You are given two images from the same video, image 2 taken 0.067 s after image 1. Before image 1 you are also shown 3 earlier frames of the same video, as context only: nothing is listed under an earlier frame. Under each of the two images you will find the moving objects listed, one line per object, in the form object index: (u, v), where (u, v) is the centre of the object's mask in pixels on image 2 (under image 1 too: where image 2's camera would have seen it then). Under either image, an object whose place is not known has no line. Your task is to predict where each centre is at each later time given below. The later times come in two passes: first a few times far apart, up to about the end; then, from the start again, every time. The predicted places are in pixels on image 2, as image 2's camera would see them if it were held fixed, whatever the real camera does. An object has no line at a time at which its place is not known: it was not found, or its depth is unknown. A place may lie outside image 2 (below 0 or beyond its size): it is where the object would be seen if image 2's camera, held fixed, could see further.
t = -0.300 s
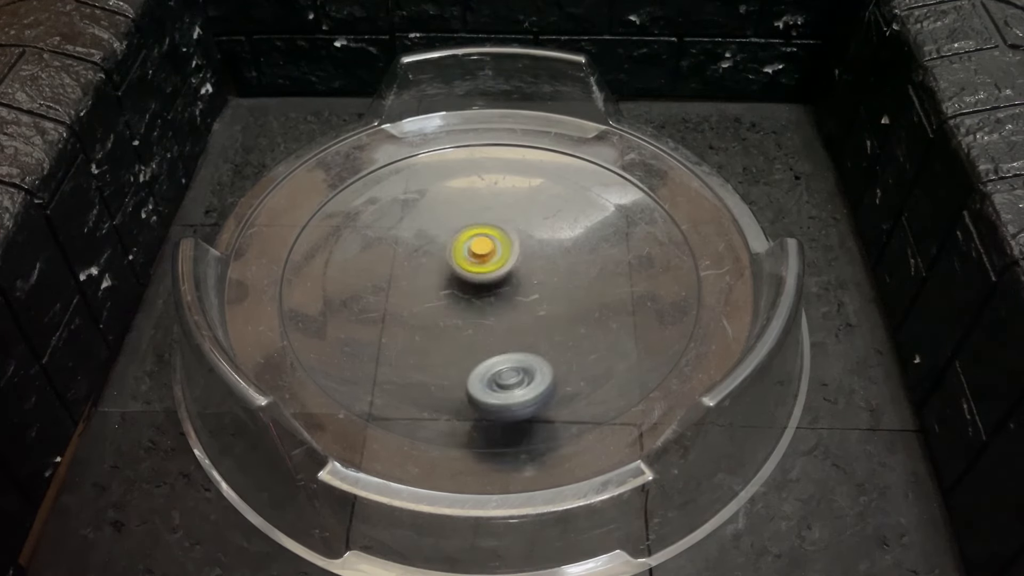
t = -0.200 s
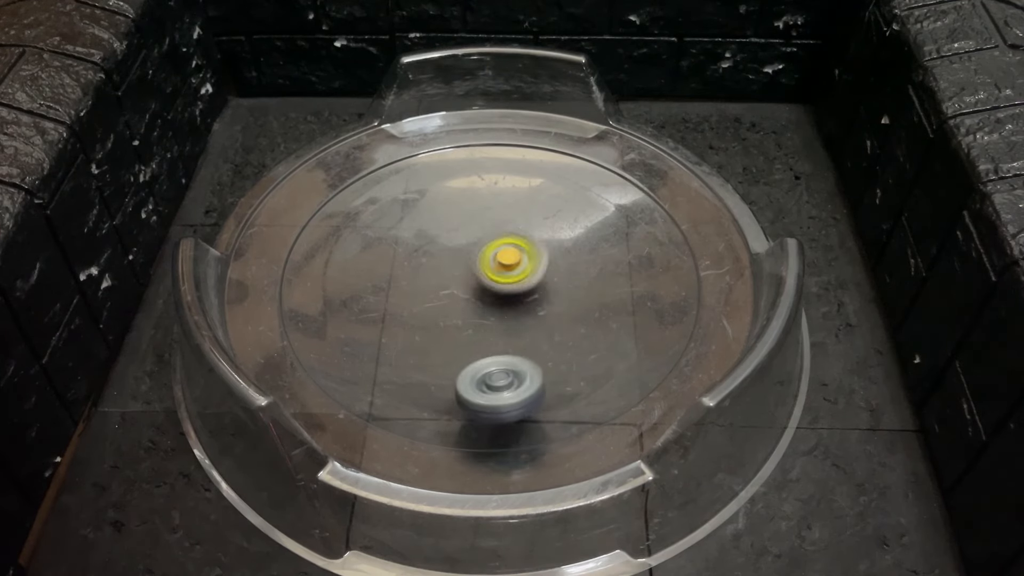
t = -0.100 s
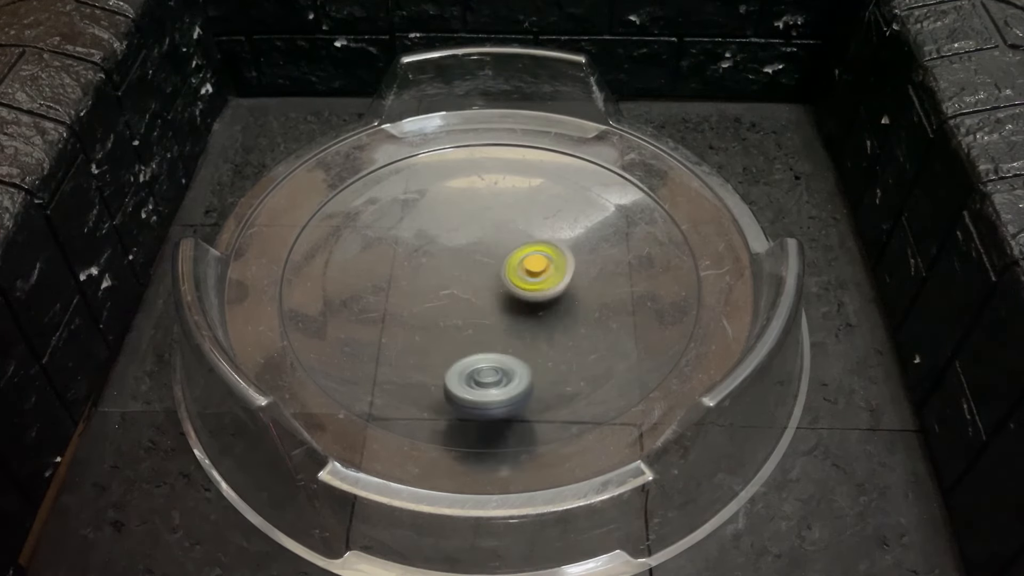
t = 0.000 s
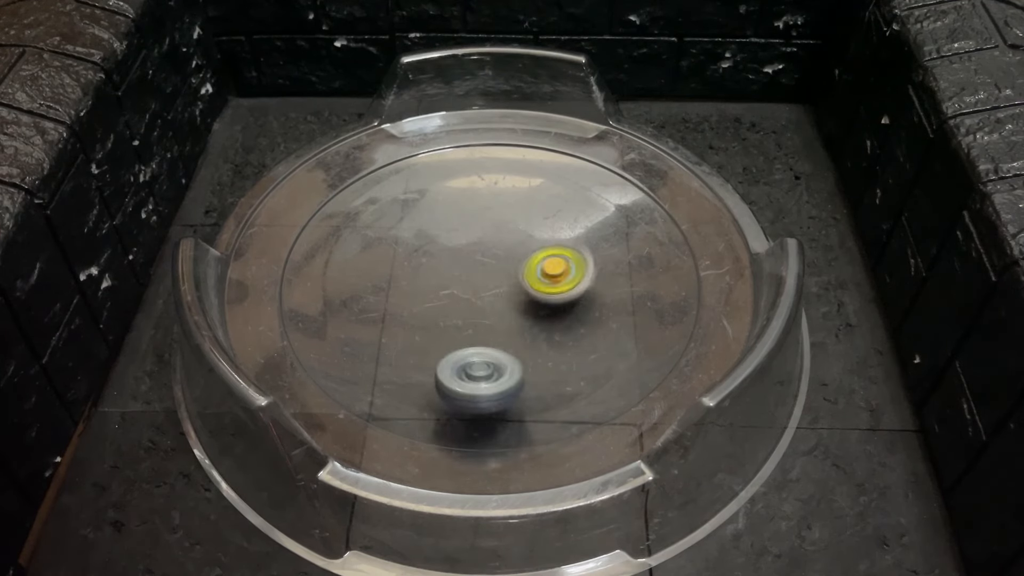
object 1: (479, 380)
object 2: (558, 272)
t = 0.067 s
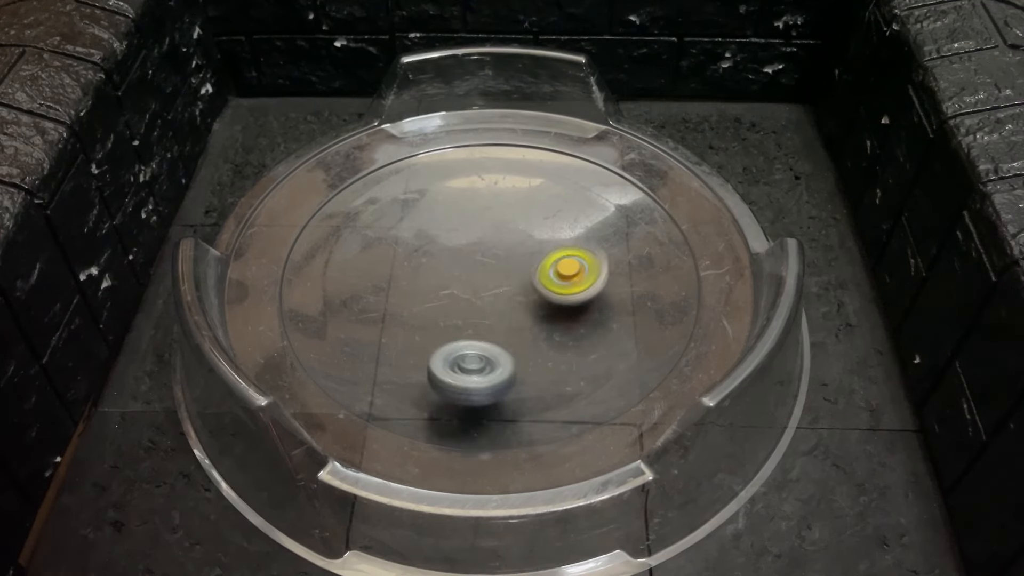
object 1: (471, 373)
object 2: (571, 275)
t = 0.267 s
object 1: (439, 340)
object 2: (570, 271)
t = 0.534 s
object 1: (378, 281)
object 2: (503, 294)
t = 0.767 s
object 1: (354, 245)
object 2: (457, 317)
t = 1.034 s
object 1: (377, 231)
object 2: (452, 314)
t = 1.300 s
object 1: (432, 211)
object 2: (463, 269)
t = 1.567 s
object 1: (473, 135)
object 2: (513, 306)
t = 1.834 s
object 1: (515, 144)
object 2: (538, 274)
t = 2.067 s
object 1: (555, 165)
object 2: (504, 254)
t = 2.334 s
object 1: (588, 215)
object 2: (460, 268)
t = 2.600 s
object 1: (614, 276)
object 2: (475, 290)
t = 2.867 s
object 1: (613, 328)
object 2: (509, 278)
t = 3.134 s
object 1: (572, 354)
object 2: (500, 258)
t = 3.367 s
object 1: (526, 352)
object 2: (480, 272)
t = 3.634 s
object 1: (440, 342)
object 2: (497, 274)
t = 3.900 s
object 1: (374, 309)
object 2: (503, 246)
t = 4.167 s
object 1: (359, 271)
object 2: (493, 258)
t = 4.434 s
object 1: (389, 238)
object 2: (495, 285)
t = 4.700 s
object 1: (443, 208)
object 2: (497, 300)
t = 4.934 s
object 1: (483, 202)
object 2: (488, 294)
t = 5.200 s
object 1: (532, 212)
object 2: (471, 278)
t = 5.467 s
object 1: (570, 234)
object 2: (459, 269)
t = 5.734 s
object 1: (589, 276)
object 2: (476, 274)
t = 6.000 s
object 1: (577, 313)
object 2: (505, 278)
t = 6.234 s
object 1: (558, 353)
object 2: (502, 243)
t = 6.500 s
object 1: (517, 370)
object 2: (444, 200)
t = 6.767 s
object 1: (458, 343)
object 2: (441, 216)
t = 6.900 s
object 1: (431, 320)
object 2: (432, 225)
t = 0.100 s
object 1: (467, 369)
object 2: (576, 274)
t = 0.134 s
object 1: (462, 364)
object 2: (580, 273)
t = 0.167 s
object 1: (456, 358)
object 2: (582, 272)
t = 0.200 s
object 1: (451, 352)
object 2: (581, 271)
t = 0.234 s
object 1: (445, 346)
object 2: (577, 270)
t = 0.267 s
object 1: (439, 340)
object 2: (570, 271)
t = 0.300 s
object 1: (431, 332)
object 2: (563, 273)
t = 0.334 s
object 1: (424, 324)
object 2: (555, 274)
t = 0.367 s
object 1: (416, 317)
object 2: (547, 277)
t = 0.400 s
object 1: (408, 310)
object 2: (539, 280)
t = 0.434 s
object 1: (400, 303)
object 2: (529, 284)
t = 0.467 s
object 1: (393, 295)
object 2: (521, 288)
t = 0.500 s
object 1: (384, 288)
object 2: (513, 291)
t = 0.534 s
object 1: (378, 281)
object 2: (503, 294)
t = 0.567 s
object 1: (372, 274)
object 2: (495, 298)
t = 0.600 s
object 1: (366, 268)
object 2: (488, 301)
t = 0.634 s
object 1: (362, 262)
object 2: (480, 305)
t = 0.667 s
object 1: (358, 257)
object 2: (473, 309)
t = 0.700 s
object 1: (356, 253)
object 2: (468, 312)
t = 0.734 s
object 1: (354, 248)
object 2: (462, 315)
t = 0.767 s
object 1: (354, 245)
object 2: (457, 317)
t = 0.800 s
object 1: (354, 242)
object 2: (453, 320)
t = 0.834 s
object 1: (355, 240)
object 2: (449, 322)
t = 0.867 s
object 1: (357, 238)
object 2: (446, 323)
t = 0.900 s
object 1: (360, 237)
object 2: (445, 324)
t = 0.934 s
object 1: (364, 235)
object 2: (446, 322)
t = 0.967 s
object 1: (368, 234)
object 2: (447, 321)
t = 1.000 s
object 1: (372, 232)
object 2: (450, 319)
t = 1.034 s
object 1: (377, 231)
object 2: (452, 314)
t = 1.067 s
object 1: (381, 229)
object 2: (454, 310)
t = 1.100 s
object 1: (387, 228)
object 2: (457, 304)
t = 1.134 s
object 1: (393, 225)
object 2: (458, 297)
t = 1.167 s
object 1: (400, 224)
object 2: (458, 293)
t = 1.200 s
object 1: (408, 222)
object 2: (459, 286)
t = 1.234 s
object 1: (416, 219)
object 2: (460, 279)
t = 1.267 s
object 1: (424, 215)
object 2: (462, 274)
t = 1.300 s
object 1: (432, 211)
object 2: (463, 269)
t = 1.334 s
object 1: (440, 194)
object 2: (468, 279)
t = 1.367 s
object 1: (447, 174)
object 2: (476, 293)
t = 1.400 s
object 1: (453, 161)
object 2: (481, 301)
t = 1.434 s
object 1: (458, 151)
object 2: (485, 306)
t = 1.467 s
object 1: (463, 140)
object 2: (492, 307)
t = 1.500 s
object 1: (467, 131)
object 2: (498, 309)
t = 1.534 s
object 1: (470, 132)
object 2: (507, 307)
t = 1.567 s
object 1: (473, 135)
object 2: (513, 306)
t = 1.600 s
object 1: (477, 137)
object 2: (522, 304)
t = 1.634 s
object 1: (482, 138)
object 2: (527, 301)
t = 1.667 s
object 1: (488, 137)
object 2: (532, 298)
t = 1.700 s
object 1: (493, 138)
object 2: (536, 293)
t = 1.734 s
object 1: (498, 139)
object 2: (537, 288)
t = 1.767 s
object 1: (504, 141)
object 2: (540, 283)
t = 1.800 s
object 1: (509, 142)
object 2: (539, 278)
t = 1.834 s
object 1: (515, 144)
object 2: (538, 274)
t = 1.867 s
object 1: (521, 145)
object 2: (535, 270)
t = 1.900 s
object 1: (527, 149)
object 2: (532, 266)
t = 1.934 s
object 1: (533, 152)
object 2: (527, 262)
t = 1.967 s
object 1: (539, 154)
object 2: (522, 260)
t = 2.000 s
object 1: (545, 157)
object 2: (516, 257)
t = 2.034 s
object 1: (550, 160)
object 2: (510, 256)
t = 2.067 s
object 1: (555, 165)
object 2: (504, 254)
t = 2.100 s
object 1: (561, 171)
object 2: (496, 254)
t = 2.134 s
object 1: (566, 177)
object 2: (491, 255)
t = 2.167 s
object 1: (570, 182)
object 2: (483, 255)
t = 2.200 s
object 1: (574, 188)
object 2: (478, 257)
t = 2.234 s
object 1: (577, 194)
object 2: (472, 259)
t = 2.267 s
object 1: (581, 200)
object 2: (468, 262)
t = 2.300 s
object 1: (585, 207)
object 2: (463, 264)
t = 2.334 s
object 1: (588, 215)
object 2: (460, 268)
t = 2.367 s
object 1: (591, 222)
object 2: (458, 270)
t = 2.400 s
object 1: (594, 229)
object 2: (457, 275)
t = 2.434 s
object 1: (598, 236)
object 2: (459, 279)
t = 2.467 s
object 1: (602, 245)
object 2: (459, 283)
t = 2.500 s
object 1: (605, 253)
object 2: (462, 286)
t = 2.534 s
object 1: (609, 261)
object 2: (466, 287)
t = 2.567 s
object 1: (611, 268)
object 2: (469, 290)
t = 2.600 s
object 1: (614, 276)
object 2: (475, 290)
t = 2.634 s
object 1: (616, 283)
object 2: (479, 291)
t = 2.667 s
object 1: (617, 291)
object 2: (485, 291)
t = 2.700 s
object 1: (619, 298)
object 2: (490, 292)
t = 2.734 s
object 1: (619, 305)
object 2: (495, 289)
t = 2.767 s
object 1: (618, 311)
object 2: (500, 288)
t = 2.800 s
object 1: (618, 317)
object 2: (503, 285)
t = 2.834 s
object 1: (615, 323)
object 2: (506, 283)
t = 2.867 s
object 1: (613, 328)
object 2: (509, 278)
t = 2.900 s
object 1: (609, 333)
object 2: (511, 275)
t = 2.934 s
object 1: (605, 337)
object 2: (512, 272)
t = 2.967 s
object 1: (601, 342)
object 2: (512, 268)
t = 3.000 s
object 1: (596, 345)
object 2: (511, 266)
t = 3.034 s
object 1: (592, 348)
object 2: (509, 263)
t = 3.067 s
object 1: (585, 351)
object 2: (507, 261)
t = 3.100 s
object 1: (578, 353)
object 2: (503, 258)
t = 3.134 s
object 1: (572, 354)
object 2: (500, 258)
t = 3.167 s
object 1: (566, 355)
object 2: (495, 258)
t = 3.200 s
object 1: (560, 355)
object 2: (492, 259)
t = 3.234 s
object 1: (554, 355)
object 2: (487, 261)
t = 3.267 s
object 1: (547, 354)
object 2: (485, 263)
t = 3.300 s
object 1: (540, 354)
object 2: (482, 266)
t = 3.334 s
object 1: (533, 353)
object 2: (482, 270)
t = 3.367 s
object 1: (526, 352)
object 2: (480, 272)
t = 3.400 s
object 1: (517, 351)
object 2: (481, 276)
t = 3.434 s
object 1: (509, 349)
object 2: (481, 278)
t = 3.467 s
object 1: (499, 348)
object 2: (484, 282)
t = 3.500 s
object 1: (488, 345)
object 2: (483, 284)
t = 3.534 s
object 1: (477, 343)
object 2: (488, 286)
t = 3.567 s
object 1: (463, 344)
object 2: (491, 282)
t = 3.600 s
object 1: (451, 344)
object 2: (496, 277)
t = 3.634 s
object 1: (440, 342)
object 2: (497, 274)
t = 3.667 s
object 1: (430, 339)
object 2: (501, 269)
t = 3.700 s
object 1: (419, 336)
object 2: (501, 265)
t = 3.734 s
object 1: (410, 333)
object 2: (503, 259)
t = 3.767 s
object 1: (400, 328)
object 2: (504, 257)
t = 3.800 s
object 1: (392, 323)
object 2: (505, 254)
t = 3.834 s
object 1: (385, 319)
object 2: (504, 250)
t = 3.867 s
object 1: (379, 314)
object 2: (504, 247)
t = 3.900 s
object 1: (374, 309)
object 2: (503, 246)
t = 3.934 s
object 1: (368, 304)
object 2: (502, 244)
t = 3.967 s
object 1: (365, 300)
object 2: (500, 244)
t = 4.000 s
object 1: (362, 294)
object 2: (499, 243)
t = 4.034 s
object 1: (360, 290)
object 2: (496, 246)
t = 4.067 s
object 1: (358, 285)
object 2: (494, 247)
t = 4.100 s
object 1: (358, 280)
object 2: (493, 251)
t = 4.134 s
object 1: (358, 275)
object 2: (493, 253)
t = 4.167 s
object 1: (359, 271)
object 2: (493, 258)
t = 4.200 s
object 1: (360, 266)
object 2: (491, 261)
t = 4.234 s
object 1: (363, 262)
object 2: (494, 265)
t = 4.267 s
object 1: (366, 257)
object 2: (492, 269)
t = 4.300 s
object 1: (370, 254)
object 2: (494, 271)
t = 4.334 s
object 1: (374, 249)
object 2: (493, 275)
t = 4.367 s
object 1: (378, 246)
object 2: (493, 279)
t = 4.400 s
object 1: (384, 241)
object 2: (495, 283)
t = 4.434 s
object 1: (389, 238)
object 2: (495, 285)
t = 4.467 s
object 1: (396, 233)
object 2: (495, 289)
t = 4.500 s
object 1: (402, 230)
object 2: (496, 291)
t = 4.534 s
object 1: (409, 225)
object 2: (498, 294)
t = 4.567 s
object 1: (416, 222)
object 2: (496, 296)
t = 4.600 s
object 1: (423, 217)
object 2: (498, 298)
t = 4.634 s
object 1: (430, 215)
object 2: (497, 299)
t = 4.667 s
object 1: (437, 211)
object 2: (497, 300)
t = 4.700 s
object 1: (443, 208)
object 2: (497, 300)
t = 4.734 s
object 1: (449, 205)
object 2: (497, 301)
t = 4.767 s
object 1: (455, 204)
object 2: (496, 301)
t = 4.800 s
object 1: (460, 202)
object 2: (495, 299)
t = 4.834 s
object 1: (465, 202)
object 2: (495, 300)
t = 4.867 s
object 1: (471, 202)
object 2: (492, 298)
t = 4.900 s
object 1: (477, 202)
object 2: (492, 296)
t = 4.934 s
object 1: (483, 202)
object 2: (488, 294)
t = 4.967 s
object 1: (489, 203)
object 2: (485, 291)
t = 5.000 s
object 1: (496, 203)
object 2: (483, 290)
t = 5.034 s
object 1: (502, 204)
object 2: (482, 288)
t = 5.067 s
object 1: (509, 205)
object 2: (479, 287)
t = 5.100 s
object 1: (515, 207)
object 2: (477, 284)
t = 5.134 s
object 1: (521, 209)
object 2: (476, 282)
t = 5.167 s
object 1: (527, 210)
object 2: (474, 280)
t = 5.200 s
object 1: (532, 212)
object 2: (471, 278)
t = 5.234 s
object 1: (538, 215)
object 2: (470, 276)
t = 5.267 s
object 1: (542, 216)
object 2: (469, 274)
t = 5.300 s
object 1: (548, 219)
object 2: (466, 273)
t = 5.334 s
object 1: (552, 221)
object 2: (464, 271)
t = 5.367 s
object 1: (557, 224)
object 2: (465, 270)
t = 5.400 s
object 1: (562, 227)
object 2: (461, 268)
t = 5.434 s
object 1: (567, 231)
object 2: (459, 268)
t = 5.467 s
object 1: (570, 234)
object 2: (459, 269)
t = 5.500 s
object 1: (574, 239)
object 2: (460, 268)
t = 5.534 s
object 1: (577, 243)
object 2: (462, 270)
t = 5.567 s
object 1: (581, 249)
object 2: (461, 270)
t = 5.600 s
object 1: (583, 254)
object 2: (465, 270)
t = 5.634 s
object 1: (585, 260)
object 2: (468, 272)
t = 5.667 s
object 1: (588, 265)
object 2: (471, 272)
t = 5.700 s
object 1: (588, 270)
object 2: (474, 274)
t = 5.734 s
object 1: (589, 276)
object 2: (476, 274)
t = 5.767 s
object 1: (589, 281)
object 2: (483, 275)
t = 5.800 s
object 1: (589, 286)
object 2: (485, 276)
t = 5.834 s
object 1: (587, 292)
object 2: (489, 276)
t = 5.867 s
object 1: (586, 296)
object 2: (493, 278)
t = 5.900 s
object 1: (585, 301)
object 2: (494, 277)
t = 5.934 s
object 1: (582, 305)
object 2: (501, 277)
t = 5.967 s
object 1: (580, 309)
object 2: (503, 279)
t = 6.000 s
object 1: (577, 313)
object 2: (505, 278)
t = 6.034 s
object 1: (574, 316)
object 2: (507, 281)
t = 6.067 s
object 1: (570, 319)
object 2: (508, 280)
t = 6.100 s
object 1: (567, 322)
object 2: (513, 280)
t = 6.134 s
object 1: (563, 324)
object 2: (512, 281)
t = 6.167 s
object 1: (558, 325)
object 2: (514, 280)
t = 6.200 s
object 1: (558, 338)
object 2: (511, 265)
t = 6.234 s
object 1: (558, 353)
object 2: (502, 243)
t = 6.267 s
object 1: (556, 362)
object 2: (497, 230)
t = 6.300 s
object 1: (551, 368)
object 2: (492, 216)
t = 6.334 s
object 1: (546, 369)
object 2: (486, 207)
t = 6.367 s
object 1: (542, 371)
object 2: (477, 201)
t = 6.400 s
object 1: (535, 371)
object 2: (468, 195)
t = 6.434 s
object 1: (530, 372)
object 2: (457, 199)
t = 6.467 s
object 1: (524, 372)
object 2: (450, 199)
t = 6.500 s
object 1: (517, 370)
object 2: (444, 200)
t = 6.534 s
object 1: (510, 369)
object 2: (438, 201)
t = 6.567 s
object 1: (503, 367)
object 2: (435, 202)
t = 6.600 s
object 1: (496, 364)
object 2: (434, 202)
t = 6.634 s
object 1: (489, 361)
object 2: (433, 203)
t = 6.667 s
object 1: (481, 357)
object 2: (434, 203)
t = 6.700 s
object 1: (474, 353)
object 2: (437, 205)
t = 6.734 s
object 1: (466, 348)
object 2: (440, 211)
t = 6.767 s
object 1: (458, 343)
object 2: (441, 216)
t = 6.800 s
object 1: (451, 337)
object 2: (438, 220)
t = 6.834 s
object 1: (444, 332)
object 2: (434, 222)
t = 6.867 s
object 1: (437, 326)
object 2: (432, 224)
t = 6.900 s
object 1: (431, 320)
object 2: (432, 225)
